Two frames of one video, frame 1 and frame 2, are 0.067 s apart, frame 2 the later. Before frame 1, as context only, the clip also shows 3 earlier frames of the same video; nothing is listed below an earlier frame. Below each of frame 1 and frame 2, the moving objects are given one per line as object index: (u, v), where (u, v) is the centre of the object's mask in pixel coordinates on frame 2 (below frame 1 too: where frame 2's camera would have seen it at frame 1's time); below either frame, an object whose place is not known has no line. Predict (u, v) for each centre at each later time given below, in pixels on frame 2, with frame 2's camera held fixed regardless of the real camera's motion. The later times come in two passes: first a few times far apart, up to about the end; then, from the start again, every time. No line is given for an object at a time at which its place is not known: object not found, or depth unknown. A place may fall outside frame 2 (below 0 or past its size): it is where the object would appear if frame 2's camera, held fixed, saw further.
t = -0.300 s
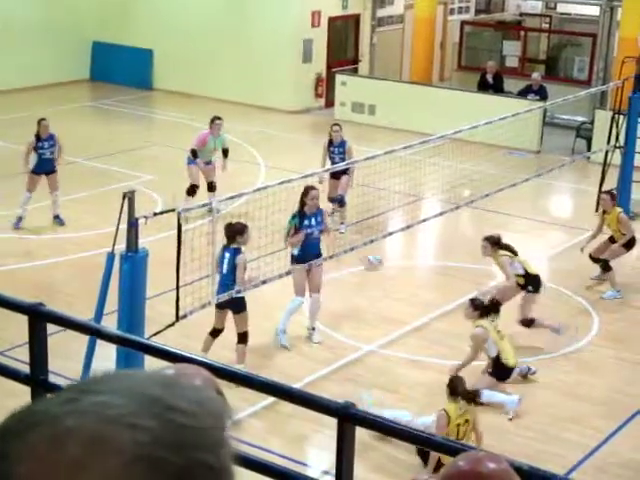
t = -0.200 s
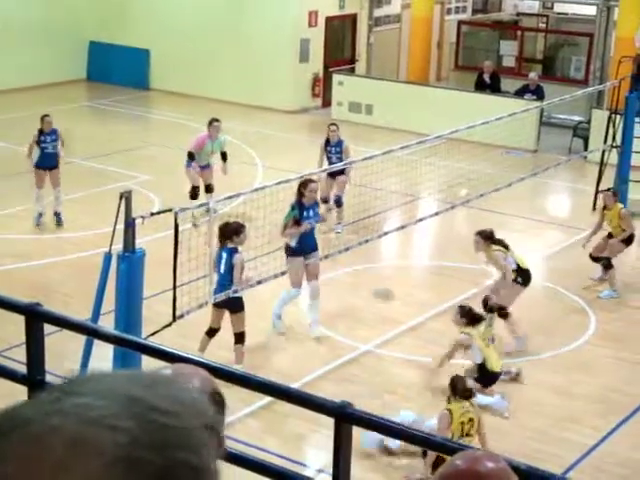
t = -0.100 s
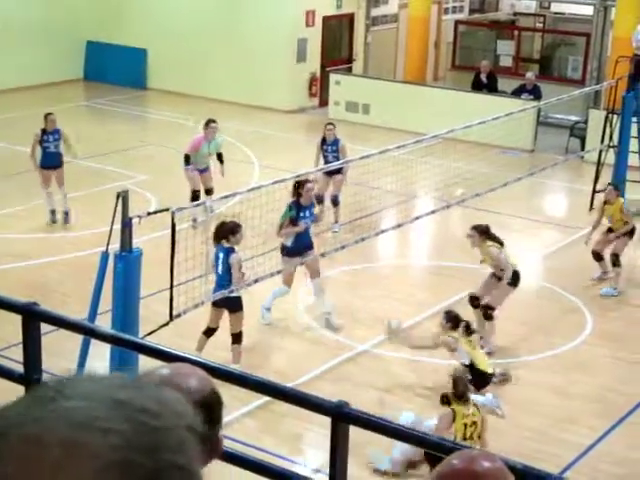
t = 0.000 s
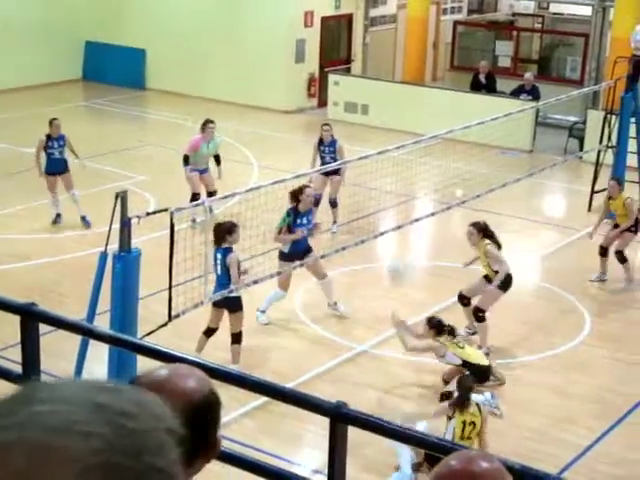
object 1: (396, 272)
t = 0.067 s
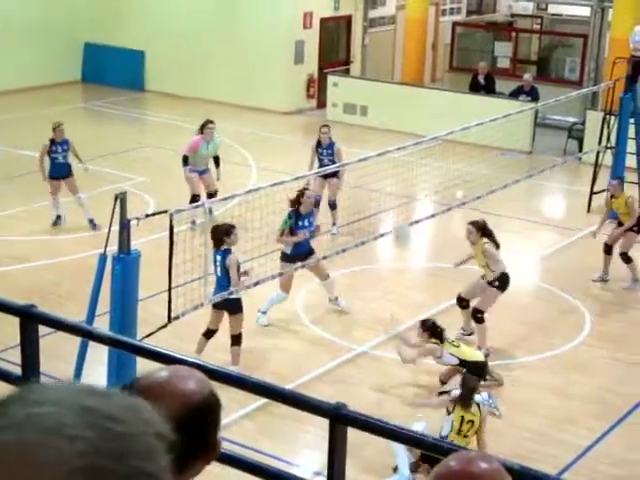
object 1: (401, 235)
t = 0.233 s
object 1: (408, 150)
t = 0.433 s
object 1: (422, 82)
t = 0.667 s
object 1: (432, 48)
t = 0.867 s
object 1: (440, 68)
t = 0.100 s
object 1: (405, 216)
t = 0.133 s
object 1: (407, 198)
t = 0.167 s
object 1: (408, 181)
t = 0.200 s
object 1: (407, 166)
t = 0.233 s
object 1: (408, 150)
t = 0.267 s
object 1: (411, 141)
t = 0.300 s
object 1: (414, 128)
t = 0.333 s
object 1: (414, 112)
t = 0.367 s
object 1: (418, 101)
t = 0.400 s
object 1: (420, 91)
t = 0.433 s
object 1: (422, 82)
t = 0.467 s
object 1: (422, 70)
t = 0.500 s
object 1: (423, 64)
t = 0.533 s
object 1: (426, 59)
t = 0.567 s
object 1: (428, 56)
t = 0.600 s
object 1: (430, 53)
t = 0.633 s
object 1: (431, 49)
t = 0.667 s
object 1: (432, 48)
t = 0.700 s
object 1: (434, 49)
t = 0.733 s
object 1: (435, 50)
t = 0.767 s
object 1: (436, 53)
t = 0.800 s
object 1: (439, 56)
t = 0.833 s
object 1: (440, 59)
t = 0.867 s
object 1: (440, 68)
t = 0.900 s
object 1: (440, 77)
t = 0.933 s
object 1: (443, 86)
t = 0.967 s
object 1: (445, 103)
